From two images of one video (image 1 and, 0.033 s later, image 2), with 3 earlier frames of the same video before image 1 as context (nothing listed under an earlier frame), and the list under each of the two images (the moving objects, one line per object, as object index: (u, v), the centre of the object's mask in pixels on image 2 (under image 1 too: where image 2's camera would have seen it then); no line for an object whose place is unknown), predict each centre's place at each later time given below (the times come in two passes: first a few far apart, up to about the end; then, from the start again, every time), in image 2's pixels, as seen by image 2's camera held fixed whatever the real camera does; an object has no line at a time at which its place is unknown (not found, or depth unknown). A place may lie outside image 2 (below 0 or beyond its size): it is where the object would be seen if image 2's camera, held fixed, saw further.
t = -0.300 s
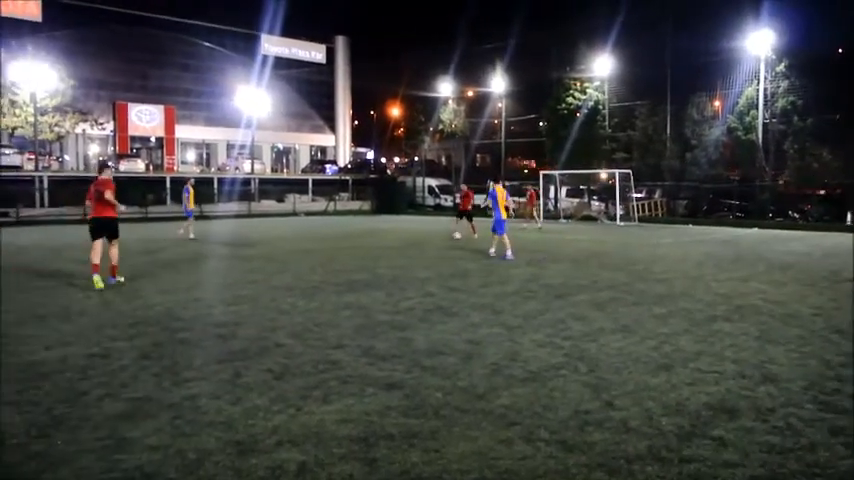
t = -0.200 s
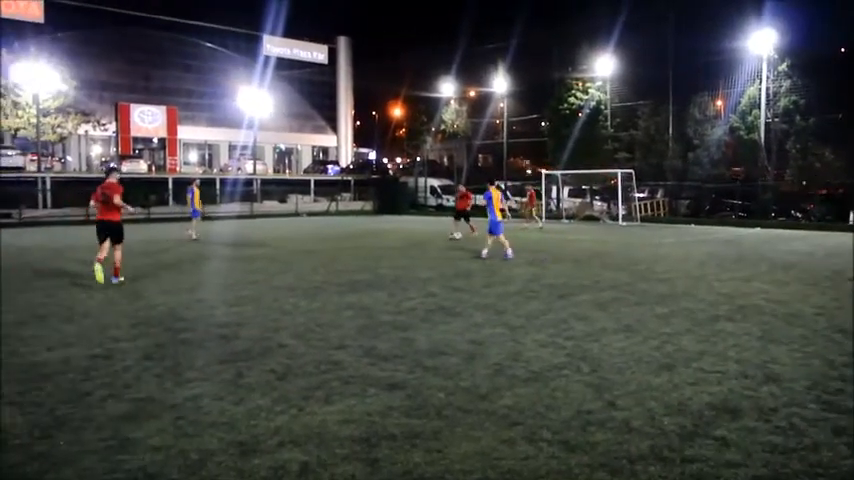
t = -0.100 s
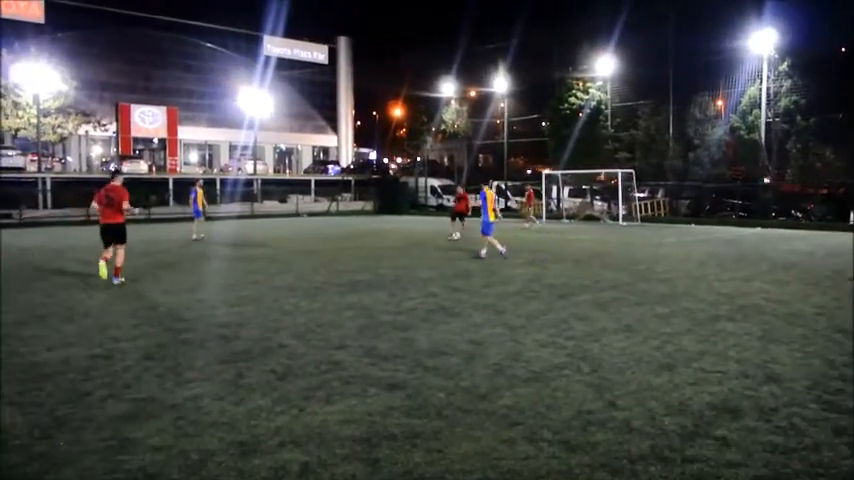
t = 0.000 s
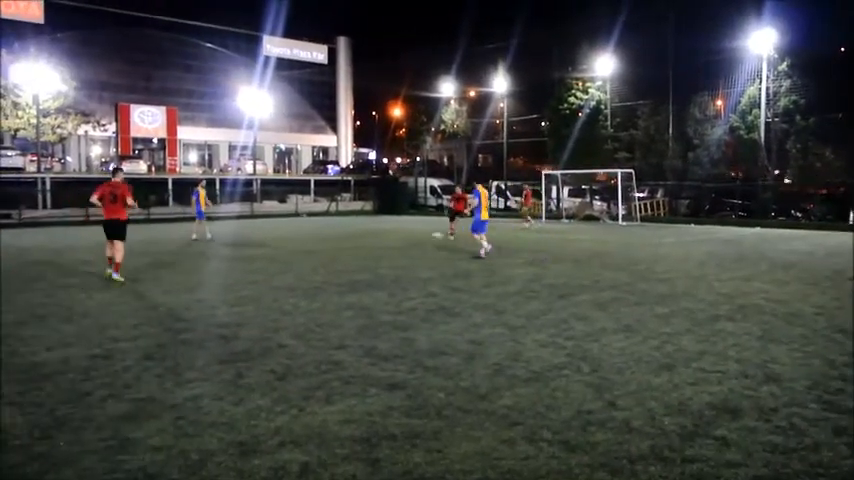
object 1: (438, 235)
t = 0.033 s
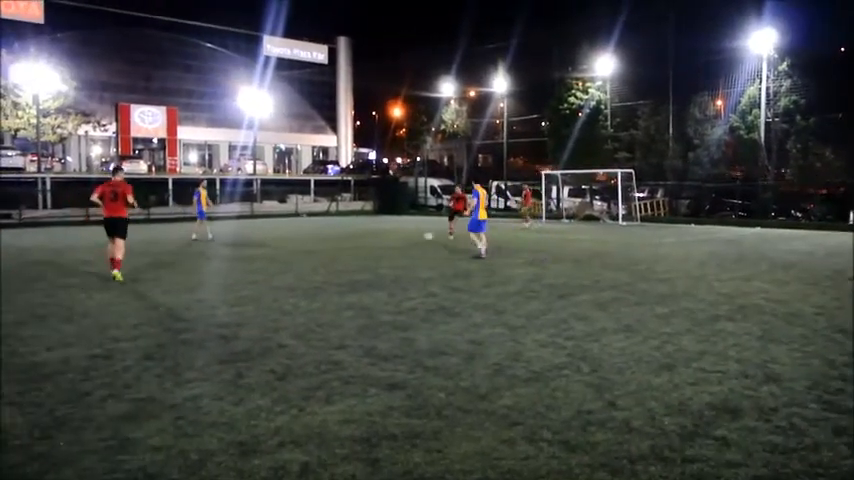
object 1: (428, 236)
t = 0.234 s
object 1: (374, 238)
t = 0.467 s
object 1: (312, 242)
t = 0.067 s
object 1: (419, 236)
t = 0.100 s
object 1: (410, 238)
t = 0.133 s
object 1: (400, 240)
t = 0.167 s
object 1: (392, 239)
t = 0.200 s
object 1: (383, 239)
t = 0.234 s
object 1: (374, 238)
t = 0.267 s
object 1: (365, 238)
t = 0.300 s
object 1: (355, 240)
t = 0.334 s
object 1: (346, 241)
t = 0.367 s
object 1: (337, 243)
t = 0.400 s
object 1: (329, 242)
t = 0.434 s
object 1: (321, 241)
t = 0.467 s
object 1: (312, 242)
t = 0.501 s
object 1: (304, 242)
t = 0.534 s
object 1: (295, 244)
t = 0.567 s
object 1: (286, 245)
